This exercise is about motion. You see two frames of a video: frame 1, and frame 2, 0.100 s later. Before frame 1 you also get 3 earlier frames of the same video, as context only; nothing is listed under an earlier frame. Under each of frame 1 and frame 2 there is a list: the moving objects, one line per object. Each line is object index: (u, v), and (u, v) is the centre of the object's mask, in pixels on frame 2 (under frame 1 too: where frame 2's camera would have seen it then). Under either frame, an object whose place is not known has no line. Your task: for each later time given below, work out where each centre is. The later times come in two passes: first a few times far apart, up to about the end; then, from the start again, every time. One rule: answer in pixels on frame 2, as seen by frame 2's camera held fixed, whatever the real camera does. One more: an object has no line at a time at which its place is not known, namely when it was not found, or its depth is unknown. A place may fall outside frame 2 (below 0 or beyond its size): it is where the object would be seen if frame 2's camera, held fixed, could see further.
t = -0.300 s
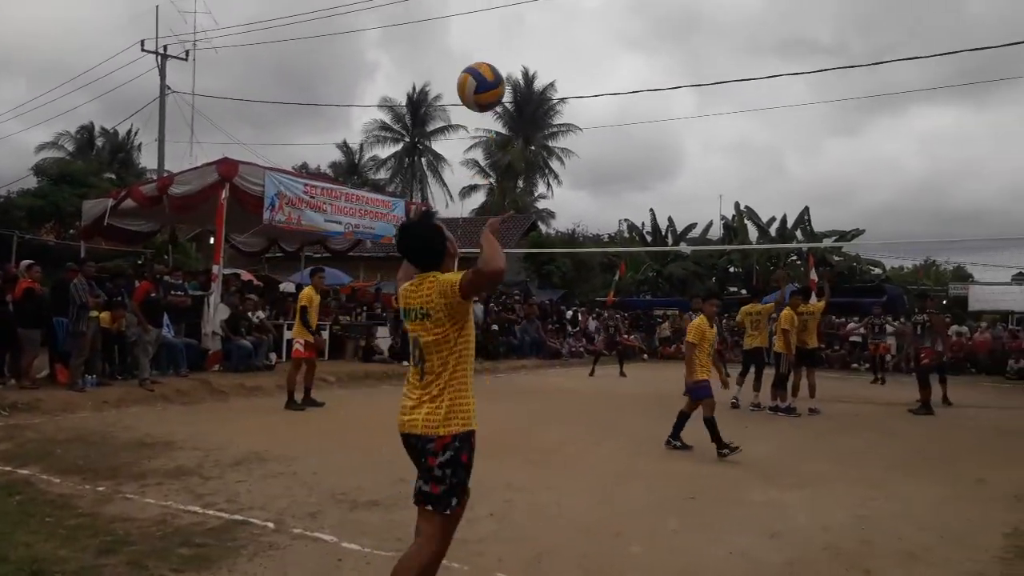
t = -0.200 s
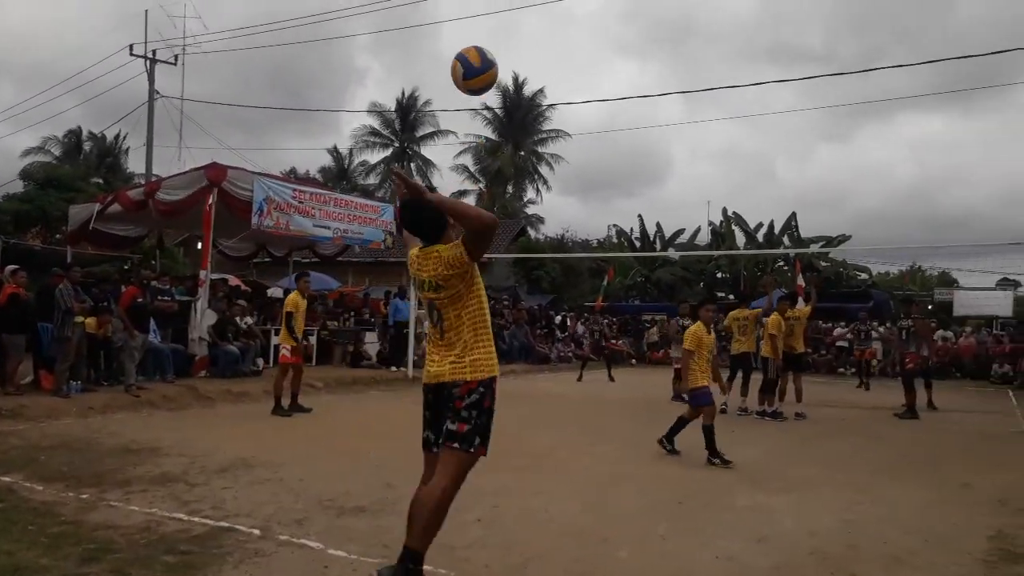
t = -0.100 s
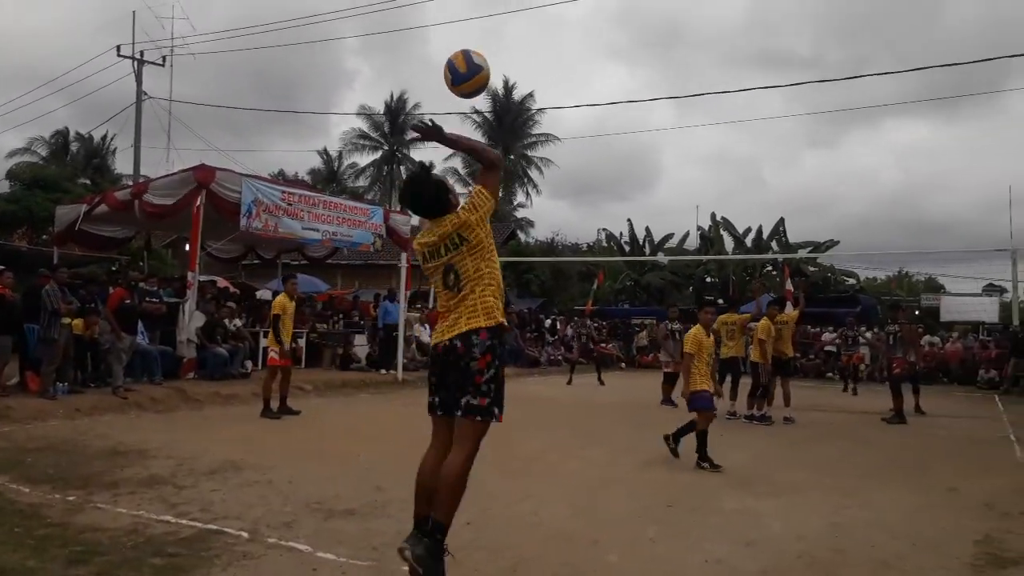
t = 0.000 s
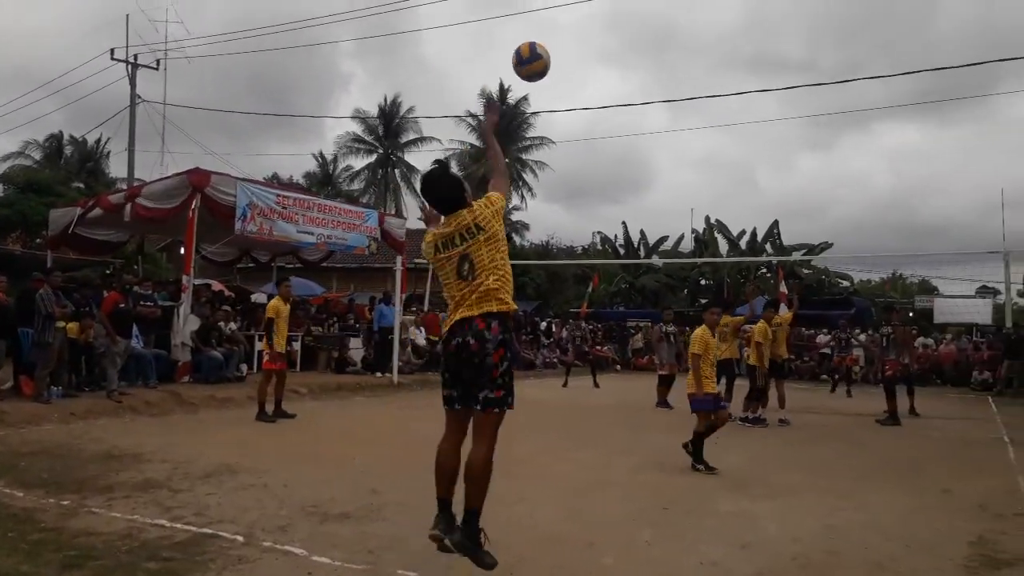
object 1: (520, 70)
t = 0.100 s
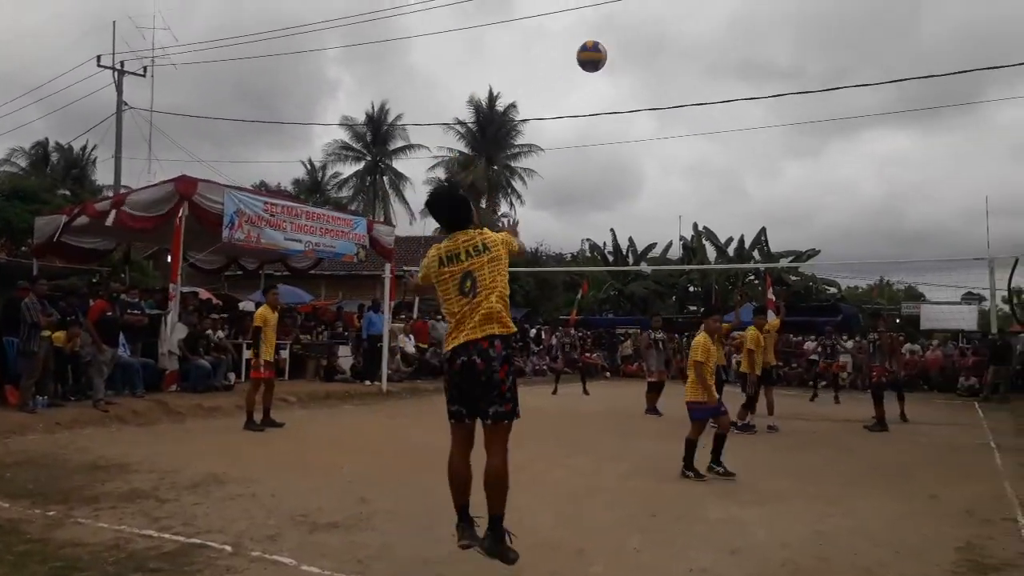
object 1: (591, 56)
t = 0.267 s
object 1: (662, 63)
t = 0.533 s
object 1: (725, 114)
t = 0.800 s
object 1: (762, 189)
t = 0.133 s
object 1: (611, 54)
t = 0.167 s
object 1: (629, 54)
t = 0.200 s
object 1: (643, 57)
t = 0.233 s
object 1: (653, 60)
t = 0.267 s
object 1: (662, 63)
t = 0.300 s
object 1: (673, 67)
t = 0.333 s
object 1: (683, 72)
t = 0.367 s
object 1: (691, 78)
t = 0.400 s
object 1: (699, 84)
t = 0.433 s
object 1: (706, 91)
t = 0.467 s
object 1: (713, 98)
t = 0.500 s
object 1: (719, 105)
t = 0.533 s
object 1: (725, 114)
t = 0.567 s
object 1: (731, 123)
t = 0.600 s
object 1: (736, 131)
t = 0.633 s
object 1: (740, 140)
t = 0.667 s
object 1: (744, 150)
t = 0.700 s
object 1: (751, 159)
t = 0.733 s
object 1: (756, 169)
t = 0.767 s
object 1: (759, 179)
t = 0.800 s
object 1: (762, 189)
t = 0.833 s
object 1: (766, 199)
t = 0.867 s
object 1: (769, 210)
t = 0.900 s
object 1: (772, 221)
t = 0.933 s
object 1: (775, 231)
